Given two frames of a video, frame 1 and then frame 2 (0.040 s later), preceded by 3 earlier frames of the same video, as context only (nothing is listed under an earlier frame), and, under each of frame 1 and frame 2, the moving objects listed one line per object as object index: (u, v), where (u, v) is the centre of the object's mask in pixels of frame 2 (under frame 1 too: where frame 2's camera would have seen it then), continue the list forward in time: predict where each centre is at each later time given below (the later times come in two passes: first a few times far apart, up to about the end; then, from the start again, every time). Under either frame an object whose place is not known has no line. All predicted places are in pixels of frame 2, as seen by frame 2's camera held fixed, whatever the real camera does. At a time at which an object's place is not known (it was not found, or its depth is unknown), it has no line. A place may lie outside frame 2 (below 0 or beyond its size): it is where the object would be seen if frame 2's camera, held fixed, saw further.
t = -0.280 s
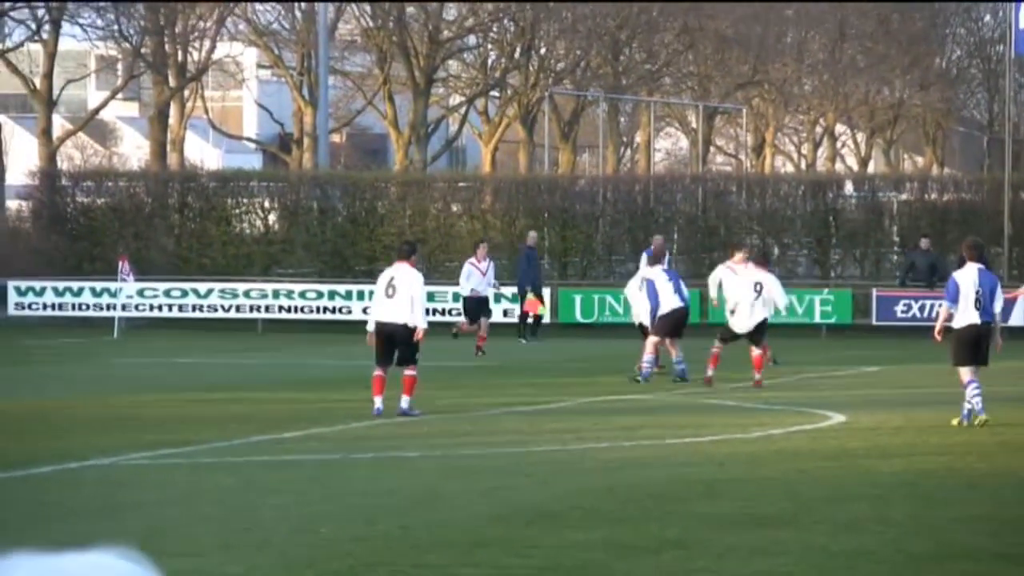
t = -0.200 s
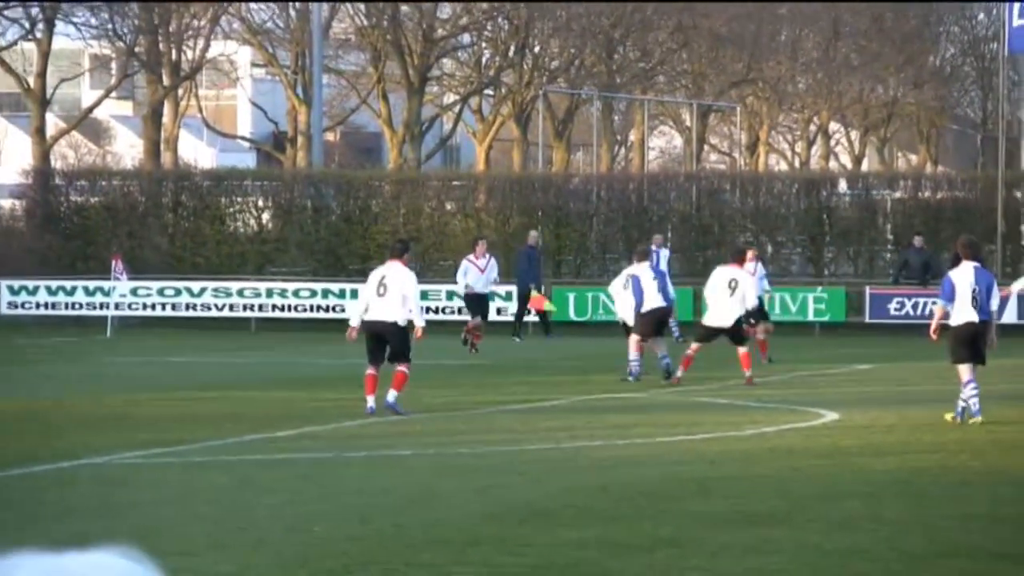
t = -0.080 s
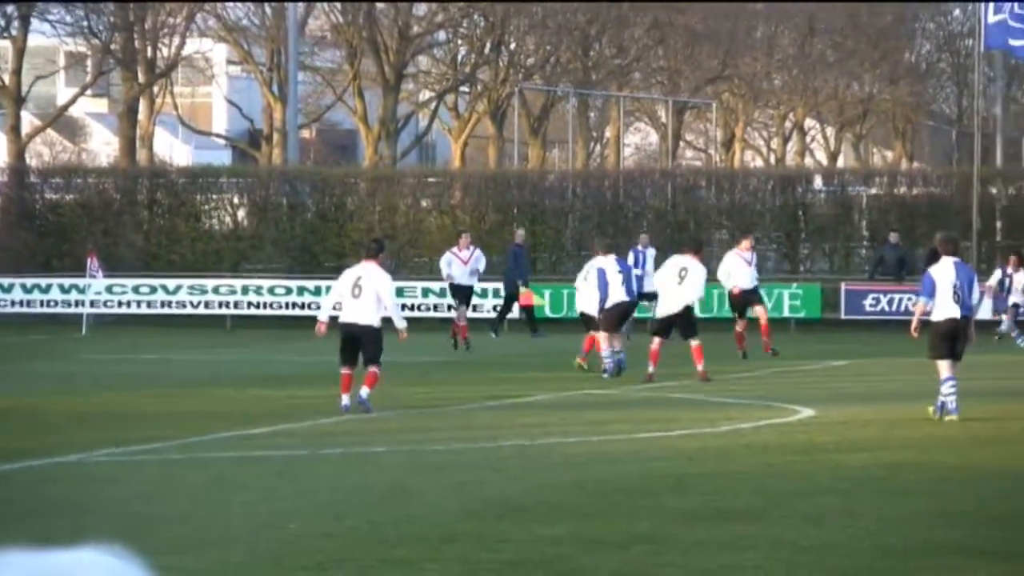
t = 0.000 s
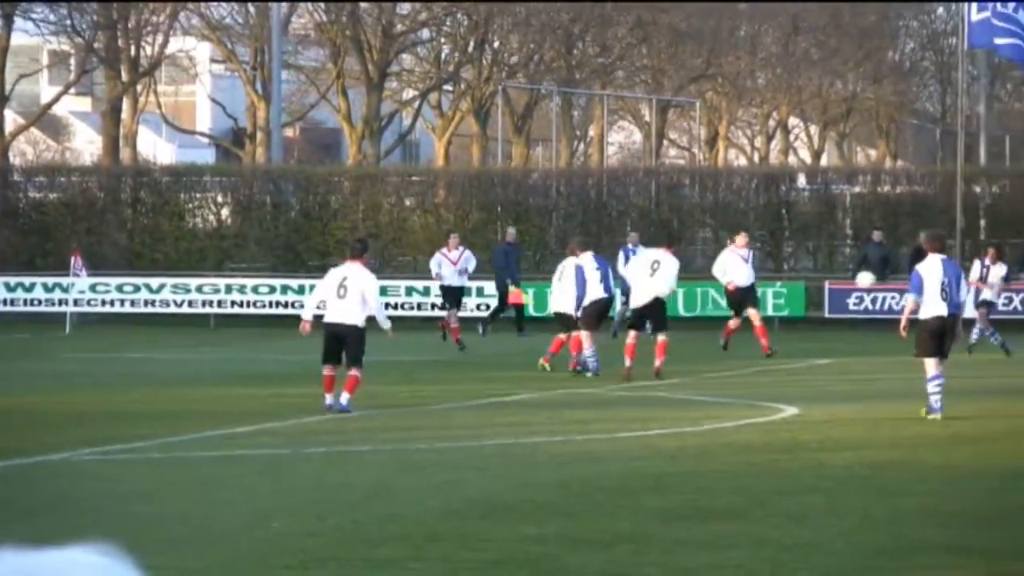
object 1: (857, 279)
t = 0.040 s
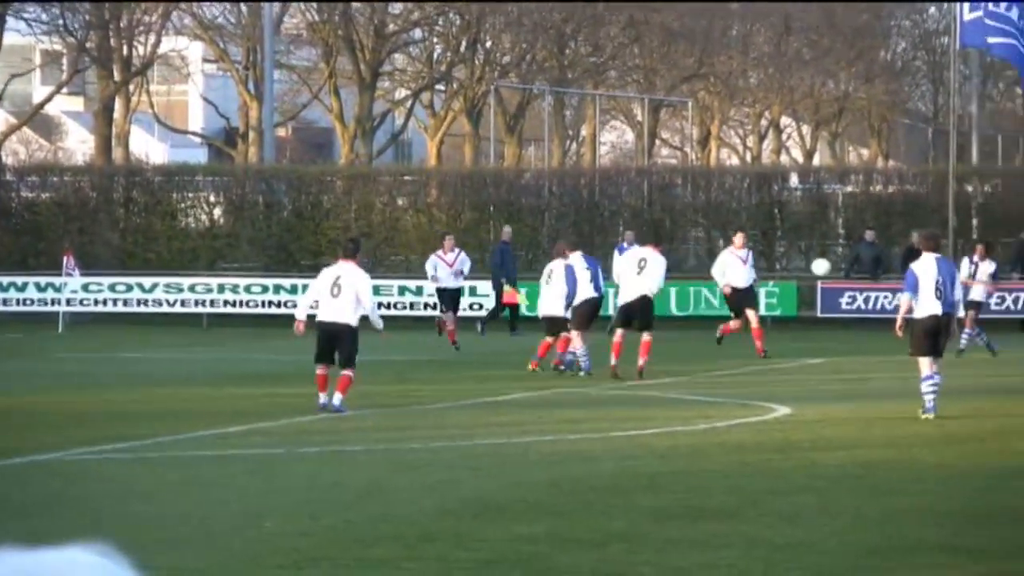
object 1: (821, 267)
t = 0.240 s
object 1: (622, 219)
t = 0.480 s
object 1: (356, 196)
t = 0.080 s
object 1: (783, 255)
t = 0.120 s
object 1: (745, 244)
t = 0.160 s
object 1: (705, 235)
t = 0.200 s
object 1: (663, 226)
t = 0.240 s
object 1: (622, 219)
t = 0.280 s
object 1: (580, 212)
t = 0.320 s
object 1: (537, 206)
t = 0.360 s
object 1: (495, 202)
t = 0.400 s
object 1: (452, 198)
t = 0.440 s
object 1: (403, 197)
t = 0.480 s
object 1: (356, 196)
